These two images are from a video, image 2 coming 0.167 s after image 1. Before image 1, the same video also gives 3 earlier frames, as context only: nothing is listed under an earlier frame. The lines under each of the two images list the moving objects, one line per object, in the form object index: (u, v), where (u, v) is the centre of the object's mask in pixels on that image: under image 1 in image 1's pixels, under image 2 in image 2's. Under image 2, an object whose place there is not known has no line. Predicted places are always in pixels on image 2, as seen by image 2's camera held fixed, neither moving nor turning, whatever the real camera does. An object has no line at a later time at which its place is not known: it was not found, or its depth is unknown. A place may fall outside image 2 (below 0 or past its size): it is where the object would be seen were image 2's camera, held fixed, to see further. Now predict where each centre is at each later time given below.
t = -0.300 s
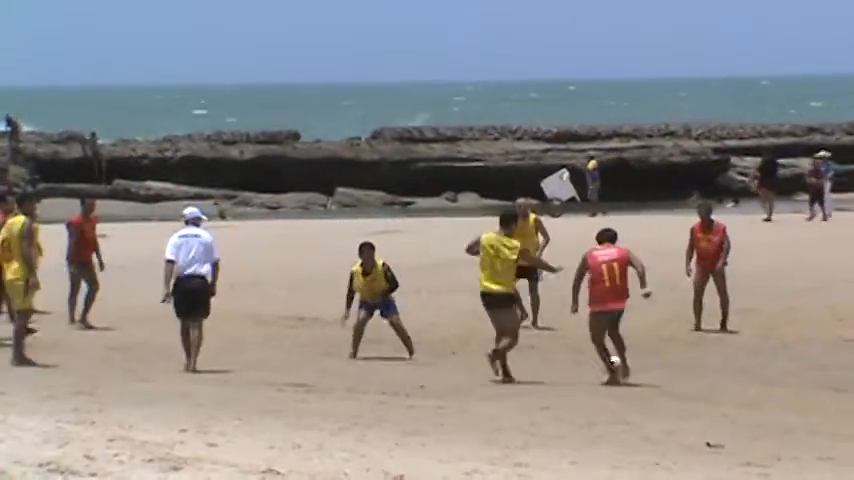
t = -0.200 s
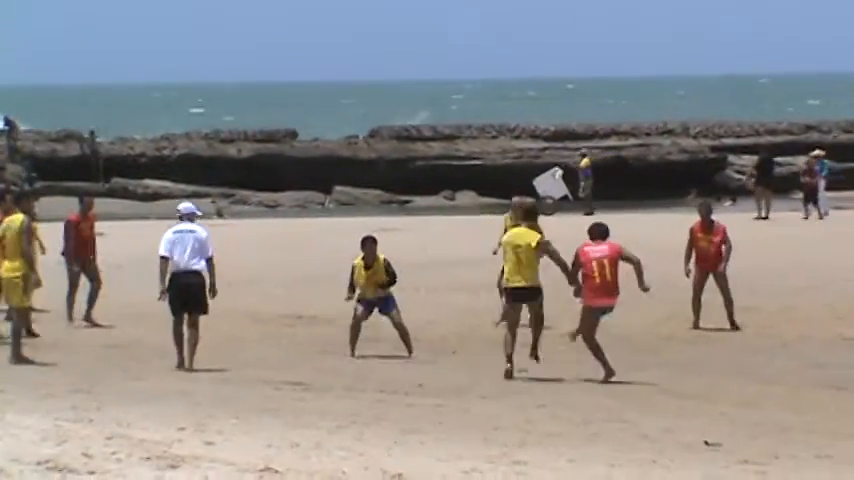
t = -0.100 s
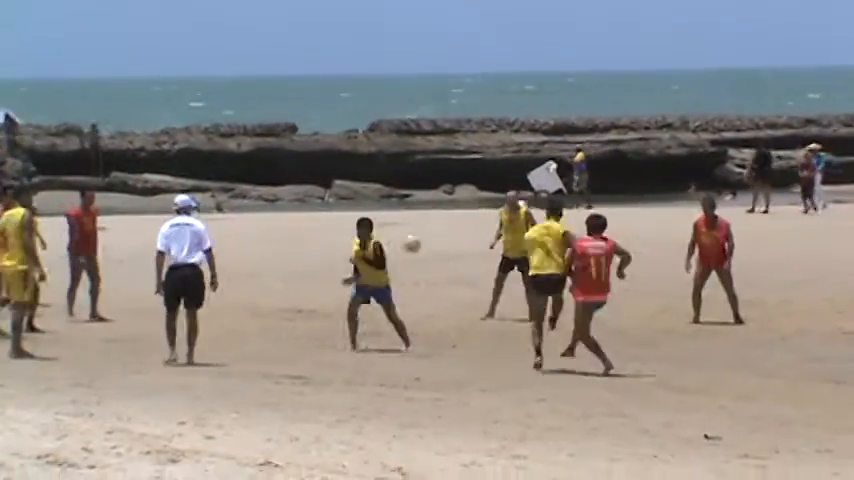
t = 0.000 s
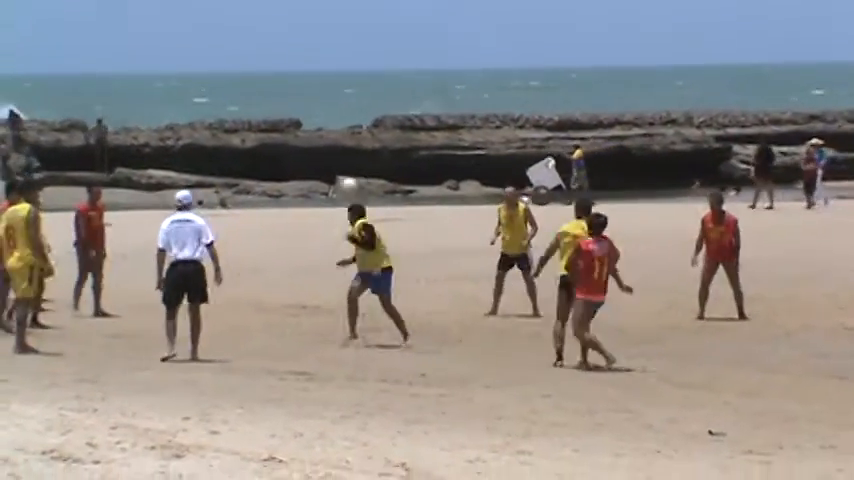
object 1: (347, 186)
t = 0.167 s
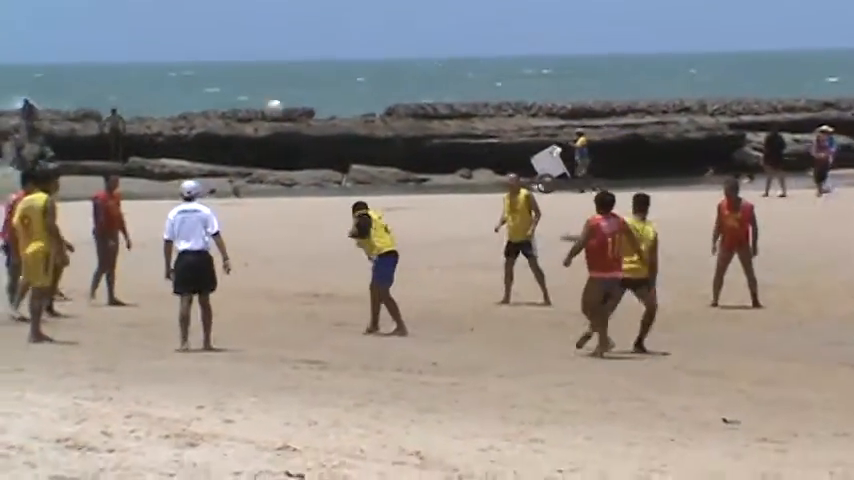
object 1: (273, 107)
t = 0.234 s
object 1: (239, 92)
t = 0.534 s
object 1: (91, 77)
